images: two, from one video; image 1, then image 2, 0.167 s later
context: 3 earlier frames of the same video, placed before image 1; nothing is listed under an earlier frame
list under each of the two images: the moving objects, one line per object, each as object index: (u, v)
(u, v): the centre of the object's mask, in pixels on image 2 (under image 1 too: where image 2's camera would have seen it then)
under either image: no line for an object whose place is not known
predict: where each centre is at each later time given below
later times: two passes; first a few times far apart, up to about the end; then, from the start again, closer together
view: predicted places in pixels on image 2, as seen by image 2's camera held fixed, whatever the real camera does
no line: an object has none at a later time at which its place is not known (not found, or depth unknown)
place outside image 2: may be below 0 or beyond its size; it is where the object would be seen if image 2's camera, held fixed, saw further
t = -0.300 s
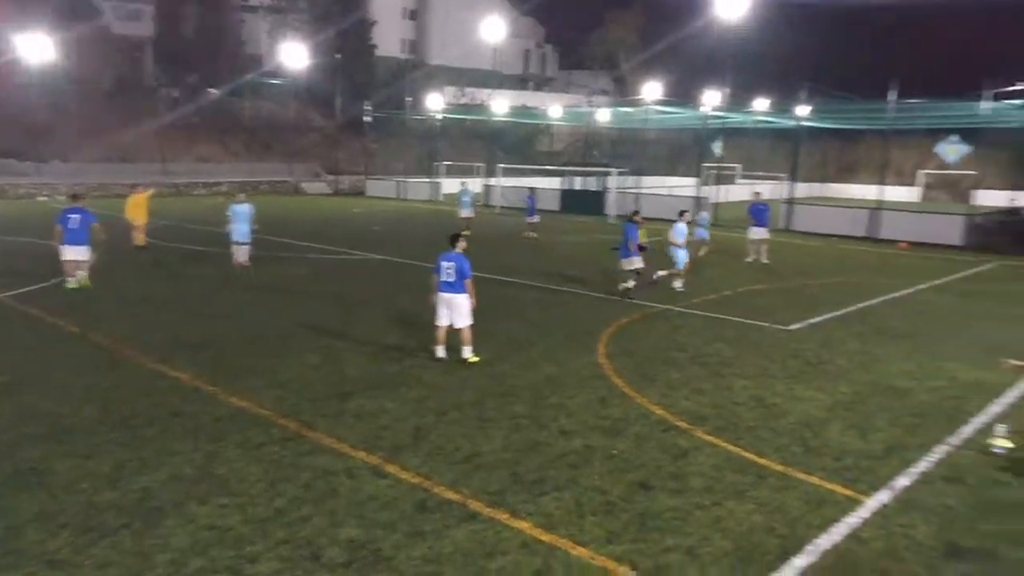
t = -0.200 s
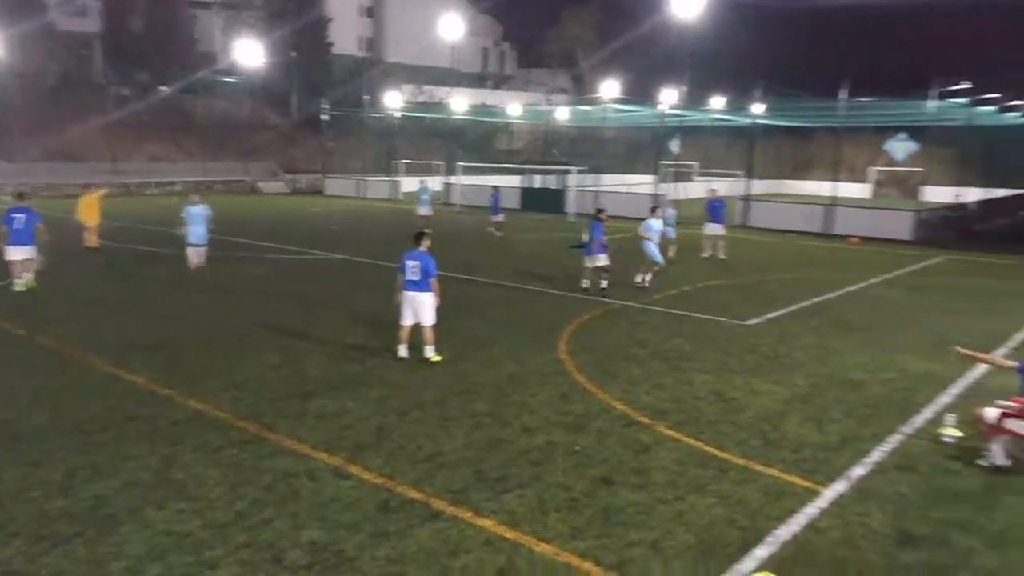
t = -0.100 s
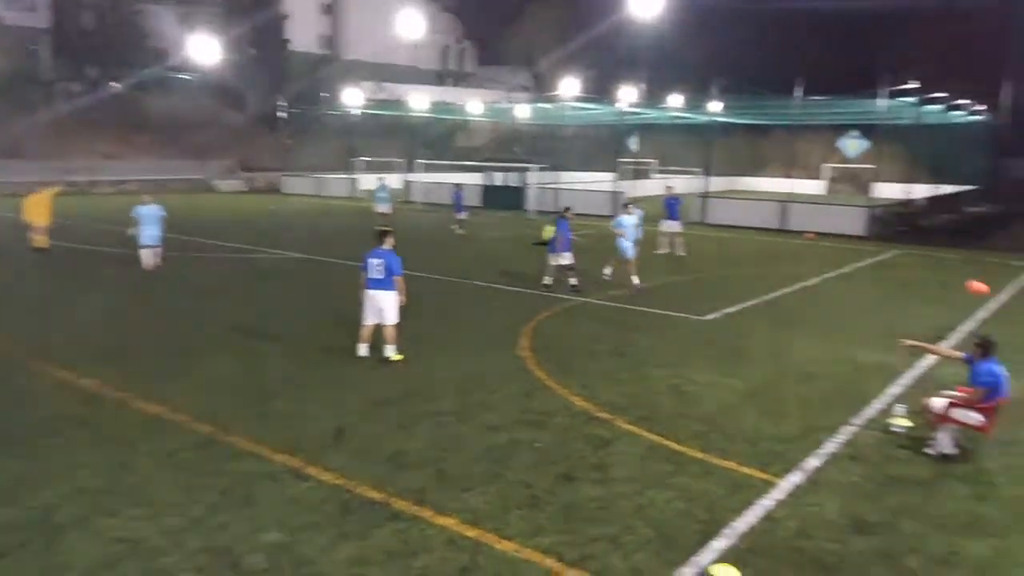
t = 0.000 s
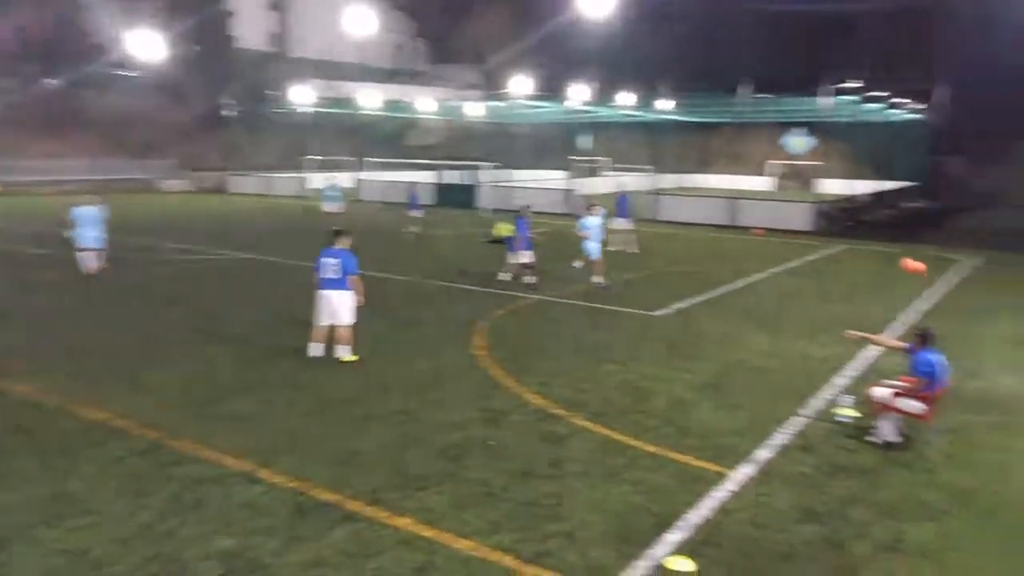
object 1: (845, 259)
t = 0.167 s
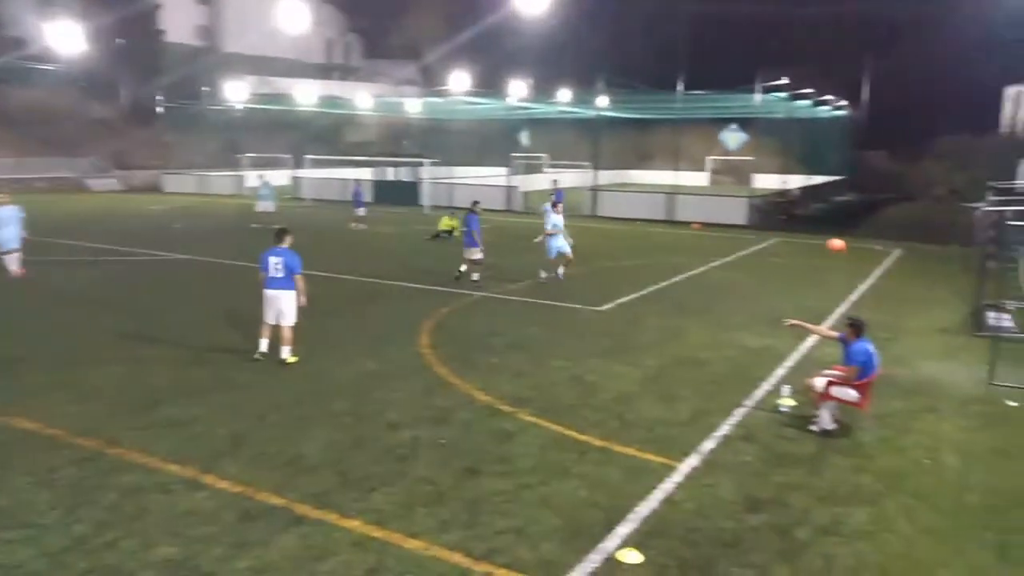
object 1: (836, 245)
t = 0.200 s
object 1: (834, 244)
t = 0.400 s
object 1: (822, 254)
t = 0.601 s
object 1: (808, 287)
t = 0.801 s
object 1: (791, 309)
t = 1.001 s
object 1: (773, 292)
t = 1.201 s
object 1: (751, 297)
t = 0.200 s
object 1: (834, 244)
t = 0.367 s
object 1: (824, 250)
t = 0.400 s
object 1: (822, 254)
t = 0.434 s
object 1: (820, 257)
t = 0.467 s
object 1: (817, 262)
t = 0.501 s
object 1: (815, 267)
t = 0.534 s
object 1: (813, 273)
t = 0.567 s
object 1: (810, 280)
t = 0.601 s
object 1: (808, 287)
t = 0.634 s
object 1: (806, 295)
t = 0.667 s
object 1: (802, 303)
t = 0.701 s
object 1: (799, 312)
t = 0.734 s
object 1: (797, 320)
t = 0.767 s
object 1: (794, 315)
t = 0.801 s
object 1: (791, 309)
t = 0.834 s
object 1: (788, 305)
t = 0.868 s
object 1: (786, 303)
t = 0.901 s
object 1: (783, 298)
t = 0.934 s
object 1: (780, 295)
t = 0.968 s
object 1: (776, 293)
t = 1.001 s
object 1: (773, 292)
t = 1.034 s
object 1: (769, 291)
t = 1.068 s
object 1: (766, 291)
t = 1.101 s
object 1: (762, 292)
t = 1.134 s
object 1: (758, 293)
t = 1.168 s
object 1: (755, 295)
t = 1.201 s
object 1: (751, 297)
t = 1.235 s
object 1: (747, 301)
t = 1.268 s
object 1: (744, 305)
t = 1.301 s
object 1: (740, 310)
